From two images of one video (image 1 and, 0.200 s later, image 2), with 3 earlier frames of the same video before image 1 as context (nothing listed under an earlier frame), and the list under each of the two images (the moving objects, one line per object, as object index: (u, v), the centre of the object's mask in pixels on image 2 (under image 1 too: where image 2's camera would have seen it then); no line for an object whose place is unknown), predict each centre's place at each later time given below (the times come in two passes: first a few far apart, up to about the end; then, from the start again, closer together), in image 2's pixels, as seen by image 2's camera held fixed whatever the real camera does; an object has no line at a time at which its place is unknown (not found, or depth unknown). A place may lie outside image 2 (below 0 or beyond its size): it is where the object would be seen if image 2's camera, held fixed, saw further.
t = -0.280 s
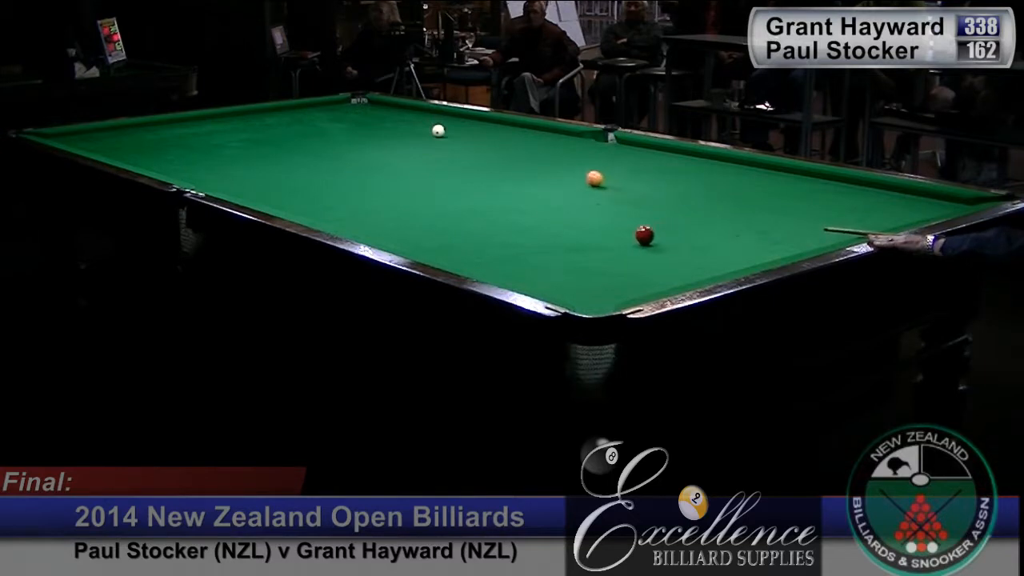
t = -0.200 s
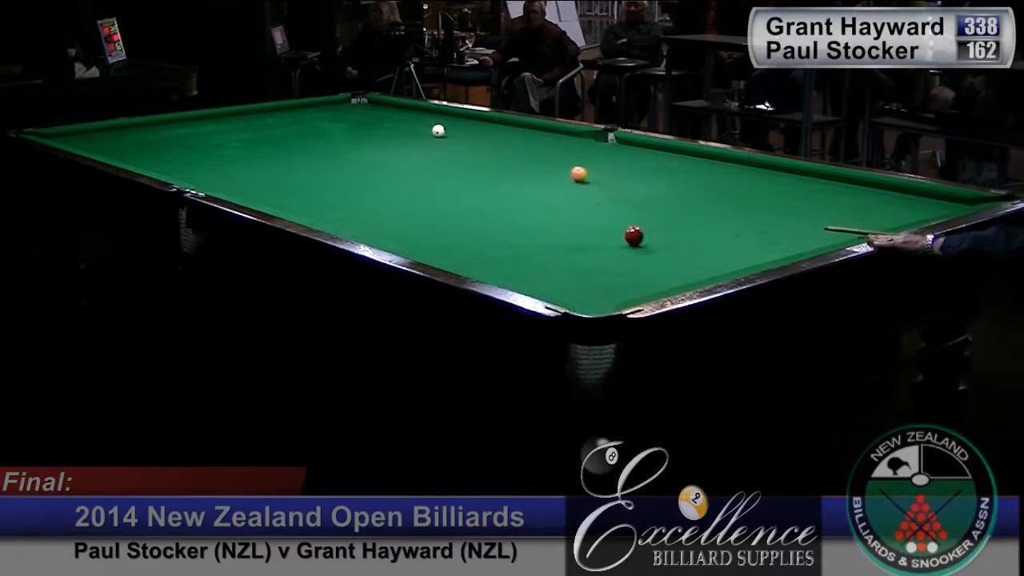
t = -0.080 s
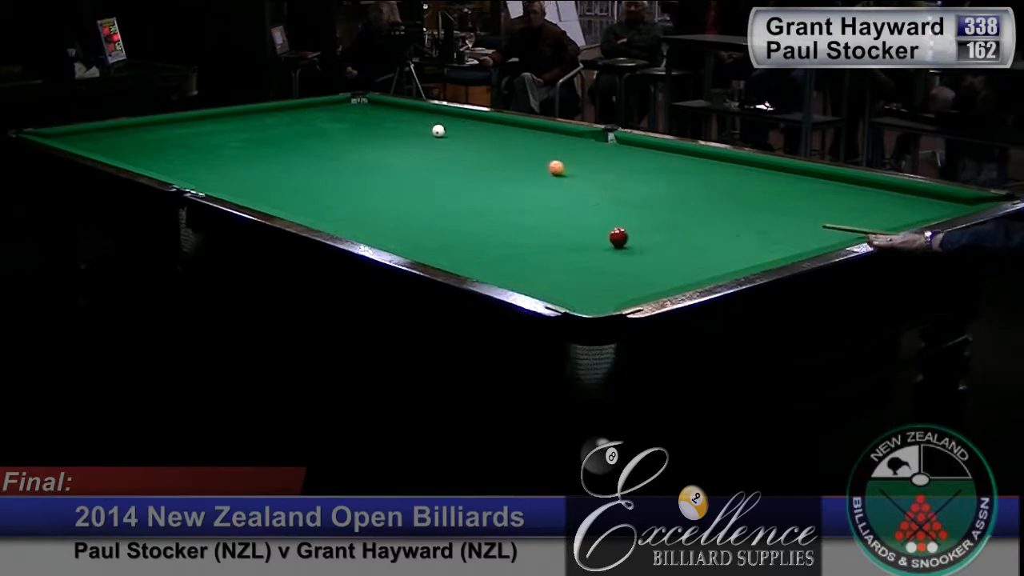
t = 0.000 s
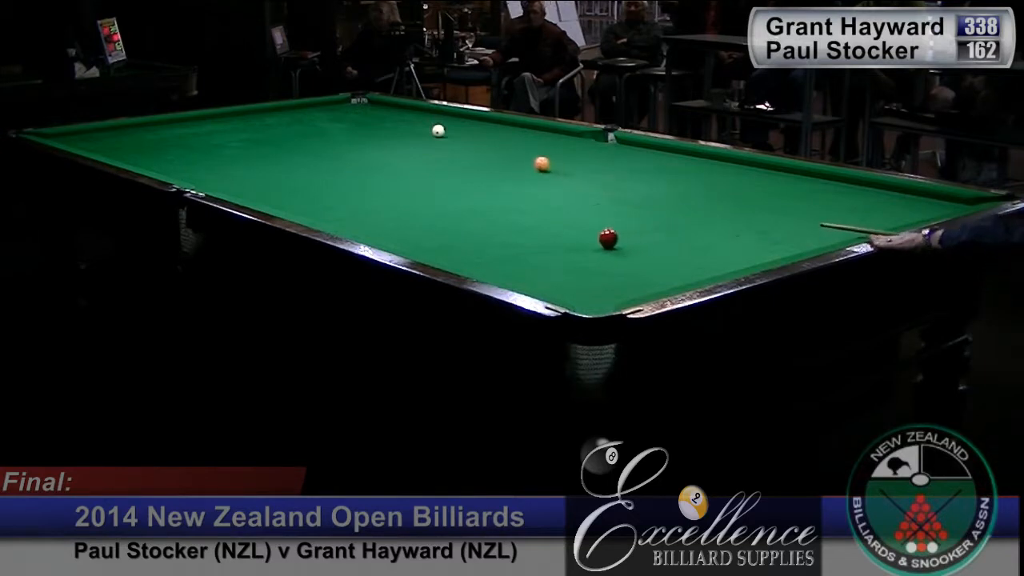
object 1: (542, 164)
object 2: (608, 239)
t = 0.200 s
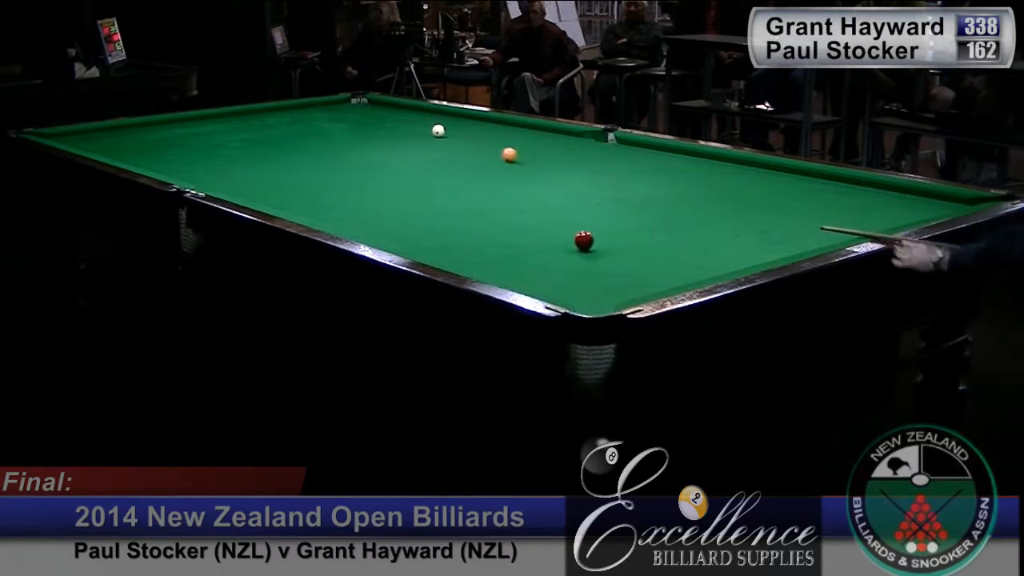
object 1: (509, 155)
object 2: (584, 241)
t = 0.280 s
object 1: (497, 151)
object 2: (574, 242)
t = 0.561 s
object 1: (458, 141)
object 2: (544, 245)
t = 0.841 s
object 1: (424, 132)
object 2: (516, 248)
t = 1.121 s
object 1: (394, 123)
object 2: (491, 250)
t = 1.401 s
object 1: (367, 116)
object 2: (469, 253)
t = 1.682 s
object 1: (344, 110)
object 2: (451, 254)
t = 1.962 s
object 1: (324, 104)
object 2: (436, 253)
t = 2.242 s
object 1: (333, 104)
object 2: (427, 252)
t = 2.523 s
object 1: (355, 106)
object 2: (431, 252)
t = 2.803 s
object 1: (376, 109)
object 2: (433, 252)
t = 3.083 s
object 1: (397, 111)
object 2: (433, 252)
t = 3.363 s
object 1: (418, 113)
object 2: (433, 252)
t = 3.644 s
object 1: (438, 115)
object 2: (433, 252)
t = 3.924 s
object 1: (457, 118)
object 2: (433, 252)
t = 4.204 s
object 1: (476, 120)
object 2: (433, 252)
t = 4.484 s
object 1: (493, 122)
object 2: (433, 252)
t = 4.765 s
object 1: (510, 124)
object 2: (433, 252)
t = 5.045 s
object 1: (526, 126)
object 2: (433, 252)
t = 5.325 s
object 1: (541, 128)
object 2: (433, 252)
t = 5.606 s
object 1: (554, 129)
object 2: (433, 252)
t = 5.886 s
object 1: (564, 131)
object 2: (433, 252)
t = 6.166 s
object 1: (571, 132)
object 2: (433, 252)
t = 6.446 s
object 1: (577, 134)
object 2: (433, 252)
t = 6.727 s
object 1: (583, 135)
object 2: (433, 252)
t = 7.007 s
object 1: (587, 136)
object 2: (433, 252)
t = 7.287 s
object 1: (590, 136)
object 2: (433, 252)
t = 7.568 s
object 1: (591, 137)
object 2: (433, 252)
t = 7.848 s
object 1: (592, 137)
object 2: (433, 252)
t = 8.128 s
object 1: (593, 137)
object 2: (433, 252)
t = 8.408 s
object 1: (592, 137)
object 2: (433, 252)
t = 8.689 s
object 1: (592, 137)
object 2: (433, 252)
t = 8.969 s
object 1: (592, 137)
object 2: (433, 252)
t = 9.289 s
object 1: (592, 137)
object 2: (433, 252)
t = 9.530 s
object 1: (592, 137)
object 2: (433, 252)
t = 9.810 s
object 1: (592, 137)
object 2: (433, 252)
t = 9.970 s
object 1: (592, 137)
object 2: (433, 252)
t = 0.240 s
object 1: (503, 153)
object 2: (579, 241)
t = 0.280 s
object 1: (497, 151)
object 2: (574, 242)
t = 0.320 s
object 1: (491, 150)
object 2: (570, 242)
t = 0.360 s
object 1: (485, 149)
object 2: (565, 242)
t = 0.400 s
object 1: (480, 147)
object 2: (561, 243)
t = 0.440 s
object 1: (474, 145)
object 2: (557, 244)
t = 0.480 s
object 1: (468, 144)
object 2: (552, 244)
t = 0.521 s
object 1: (463, 142)
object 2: (548, 245)
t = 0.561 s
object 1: (458, 141)
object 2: (544, 245)
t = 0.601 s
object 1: (452, 140)
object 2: (540, 245)
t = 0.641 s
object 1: (448, 139)
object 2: (535, 246)
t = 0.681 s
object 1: (443, 138)
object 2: (531, 246)
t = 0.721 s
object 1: (438, 136)
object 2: (527, 247)
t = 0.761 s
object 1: (433, 135)
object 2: (524, 247)
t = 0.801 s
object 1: (428, 133)
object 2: (520, 247)
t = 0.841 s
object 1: (424, 132)
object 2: (516, 248)
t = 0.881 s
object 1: (419, 131)
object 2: (512, 248)
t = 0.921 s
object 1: (415, 130)
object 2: (508, 249)
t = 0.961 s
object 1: (410, 128)
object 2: (505, 249)
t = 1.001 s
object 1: (406, 127)
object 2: (501, 249)
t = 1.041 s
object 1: (402, 126)
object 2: (498, 250)
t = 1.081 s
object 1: (398, 125)
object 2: (494, 250)
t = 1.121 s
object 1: (394, 123)
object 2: (491, 250)
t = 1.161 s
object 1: (390, 123)
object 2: (488, 251)
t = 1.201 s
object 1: (386, 121)
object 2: (484, 251)
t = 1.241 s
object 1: (382, 120)
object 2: (481, 251)
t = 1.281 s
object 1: (378, 119)
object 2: (478, 252)
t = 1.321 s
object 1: (375, 118)
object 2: (475, 252)
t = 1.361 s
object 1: (371, 117)
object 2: (472, 253)
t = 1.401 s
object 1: (367, 116)
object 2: (469, 253)
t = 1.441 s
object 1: (364, 115)
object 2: (466, 253)
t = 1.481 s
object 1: (360, 114)
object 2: (464, 254)
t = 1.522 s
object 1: (357, 113)
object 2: (461, 254)
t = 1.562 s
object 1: (354, 113)
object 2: (458, 254)
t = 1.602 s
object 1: (351, 112)
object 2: (456, 254)
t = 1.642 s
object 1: (347, 111)
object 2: (453, 254)
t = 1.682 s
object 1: (344, 110)
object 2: (451, 254)
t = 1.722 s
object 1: (341, 109)
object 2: (448, 253)
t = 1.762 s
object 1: (338, 108)
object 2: (446, 254)
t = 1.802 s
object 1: (335, 107)
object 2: (444, 253)
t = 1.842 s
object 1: (332, 107)
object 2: (442, 253)
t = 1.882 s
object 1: (329, 106)
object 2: (440, 253)
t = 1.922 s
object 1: (326, 105)
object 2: (438, 253)
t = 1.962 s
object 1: (324, 104)
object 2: (436, 253)
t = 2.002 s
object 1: (321, 104)
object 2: (434, 253)
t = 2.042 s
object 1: (318, 103)
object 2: (432, 252)
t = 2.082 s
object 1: (320, 103)
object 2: (431, 252)
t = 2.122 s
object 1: (324, 103)
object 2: (429, 252)
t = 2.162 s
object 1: (326, 103)
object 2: (427, 252)
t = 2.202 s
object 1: (330, 104)
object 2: (427, 252)
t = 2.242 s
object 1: (333, 104)
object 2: (427, 252)
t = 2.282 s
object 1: (336, 104)
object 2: (428, 252)
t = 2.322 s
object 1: (339, 105)
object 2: (429, 252)
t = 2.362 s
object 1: (342, 105)
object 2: (429, 252)
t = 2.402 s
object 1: (345, 105)
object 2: (430, 252)
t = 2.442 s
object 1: (349, 106)
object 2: (430, 252)
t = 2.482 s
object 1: (352, 106)
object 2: (431, 252)
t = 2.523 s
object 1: (355, 106)
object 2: (431, 252)
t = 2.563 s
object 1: (358, 107)
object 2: (432, 252)
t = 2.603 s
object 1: (361, 107)
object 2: (432, 252)
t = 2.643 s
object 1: (364, 107)
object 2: (432, 252)
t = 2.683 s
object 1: (367, 108)
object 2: (432, 252)
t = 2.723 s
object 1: (370, 108)
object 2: (433, 252)
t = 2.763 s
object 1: (373, 108)
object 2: (433, 252)
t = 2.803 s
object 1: (376, 109)
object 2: (433, 252)
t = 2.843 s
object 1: (379, 109)
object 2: (433, 252)
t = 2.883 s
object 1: (382, 109)
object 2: (433, 252)
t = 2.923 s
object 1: (385, 109)
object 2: (433, 252)
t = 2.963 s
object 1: (388, 110)
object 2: (433, 252)
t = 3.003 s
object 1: (391, 110)
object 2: (433, 252)
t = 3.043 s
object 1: (394, 110)
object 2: (433, 252)
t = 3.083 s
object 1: (397, 111)
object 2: (433, 252)
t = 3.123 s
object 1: (400, 111)
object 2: (433, 252)
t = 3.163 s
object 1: (403, 111)
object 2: (433, 252)
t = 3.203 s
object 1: (406, 112)
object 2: (433, 252)
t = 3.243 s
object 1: (409, 112)
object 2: (433, 252)
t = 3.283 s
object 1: (412, 113)
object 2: (433, 252)
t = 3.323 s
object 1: (415, 113)
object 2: (433, 252)
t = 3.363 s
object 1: (418, 113)
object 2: (433, 252)
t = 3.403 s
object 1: (421, 114)
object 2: (433, 252)
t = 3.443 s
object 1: (424, 114)
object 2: (433, 252)
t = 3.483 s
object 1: (427, 114)
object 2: (433, 252)
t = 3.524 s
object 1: (430, 114)
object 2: (433, 252)
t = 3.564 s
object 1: (432, 115)
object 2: (433, 252)
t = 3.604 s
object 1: (435, 115)
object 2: (433, 252)
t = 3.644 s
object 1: (438, 115)
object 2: (433, 252)
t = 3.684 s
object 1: (440, 116)
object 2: (433, 252)
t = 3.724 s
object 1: (443, 116)
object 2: (433, 252)
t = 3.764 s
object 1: (446, 116)
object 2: (433, 252)
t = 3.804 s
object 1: (449, 117)
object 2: (433, 252)
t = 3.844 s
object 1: (451, 117)
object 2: (433, 252)
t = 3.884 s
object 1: (454, 117)
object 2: (433, 252)
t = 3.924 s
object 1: (457, 118)
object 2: (433, 252)
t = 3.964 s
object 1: (459, 118)
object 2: (433, 252)
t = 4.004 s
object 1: (462, 118)
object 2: (433, 252)
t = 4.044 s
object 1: (465, 119)
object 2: (433, 252)
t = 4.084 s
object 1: (468, 119)
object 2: (433, 252)
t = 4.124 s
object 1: (470, 119)
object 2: (433, 252)
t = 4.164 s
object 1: (473, 120)
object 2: (433, 252)
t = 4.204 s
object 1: (476, 120)
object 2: (433, 252)
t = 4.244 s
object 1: (478, 120)
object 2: (433, 252)
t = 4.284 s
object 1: (481, 120)
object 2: (433, 252)
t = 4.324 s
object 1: (483, 121)
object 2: (433, 252)
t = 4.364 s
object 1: (486, 121)
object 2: (433, 252)
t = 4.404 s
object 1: (488, 121)
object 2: (433, 252)
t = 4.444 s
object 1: (491, 121)
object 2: (433, 252)
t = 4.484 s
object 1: (493, 122)
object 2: (433, 252)
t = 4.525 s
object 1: (496, 122)
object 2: (433, 252)
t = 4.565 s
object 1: (498, 122)
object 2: (433, 252)
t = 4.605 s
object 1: (501, 123)
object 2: (433, 252)
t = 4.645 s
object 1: (503, 123)
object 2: (433, 252)
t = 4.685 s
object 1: (505, 123)
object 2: (433, 252)
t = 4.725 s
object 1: (508, 123)
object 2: (433, 252)
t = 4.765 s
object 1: (510, 124)
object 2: (433, 252)
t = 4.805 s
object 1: (512, 124)
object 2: (433, 252)
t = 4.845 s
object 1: (515, 124)
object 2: (433, 252)
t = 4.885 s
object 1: (517, 124)
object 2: (433, 252)
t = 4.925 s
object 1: (519, 125)
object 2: (433, 252)
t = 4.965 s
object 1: (522, 125)
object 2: (433, 252)
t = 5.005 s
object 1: (524, 125)
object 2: (433, 252)
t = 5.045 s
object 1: (526, 126)
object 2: (433, 252)
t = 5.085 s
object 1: (528, 126)
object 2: (433, 252)
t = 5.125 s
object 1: (530, 126)
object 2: (433, 252)
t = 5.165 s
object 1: (533, 127)
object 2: (433, 252)
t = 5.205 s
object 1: (534, 127)
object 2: (433, 252)
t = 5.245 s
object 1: (537, 127)
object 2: (433, 252)
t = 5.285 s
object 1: (539, 127)
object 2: (433, 252)
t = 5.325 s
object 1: (541, 128)
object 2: (433, 252)
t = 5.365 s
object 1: (543, 128)
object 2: (433, 252)
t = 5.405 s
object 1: (545, 128)
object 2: (433, 252)
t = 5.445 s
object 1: (546, 128)
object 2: (433, 252)
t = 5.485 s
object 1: (548, 129)
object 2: (433, 252)
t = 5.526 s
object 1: (550, 129)
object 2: (433, 252)
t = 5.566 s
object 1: (552, 129)
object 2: (433, 252)
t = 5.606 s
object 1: (554, 129)
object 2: (433, 252)
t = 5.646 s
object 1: (556, 130)
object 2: (433, 252)
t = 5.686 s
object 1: (557, 130)
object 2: (433, 252)
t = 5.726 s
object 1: (559, 130)
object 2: (433, 252)
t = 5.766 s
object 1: (560, 130)
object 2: (433, 252)
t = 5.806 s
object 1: (562, 130)
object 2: (433, 252)
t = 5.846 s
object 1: (563, 130)
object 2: (433, 252)
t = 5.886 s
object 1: (564, 131)
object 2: (433, 252)
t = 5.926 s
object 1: (565, 131)
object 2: (433, 252)
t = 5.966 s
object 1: (566, 131)
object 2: (433, 252)
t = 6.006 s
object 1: (567, 132)
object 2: (433, 252)
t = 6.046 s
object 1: (568, 132)
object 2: (433, 252)
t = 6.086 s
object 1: (569, 132)
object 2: (433, 252)
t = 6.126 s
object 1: (570, 132)
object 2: (433, 252)
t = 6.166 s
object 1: (571, 132)
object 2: (433, 252)
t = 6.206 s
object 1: (572, 132)
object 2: (433, 252)
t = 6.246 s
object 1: (573, 133)
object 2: (433, 252)
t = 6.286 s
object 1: (574, 133)
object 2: (433, 252)
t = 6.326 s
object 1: (574, 133)
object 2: (433, 252)
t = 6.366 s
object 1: (575, 133)
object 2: (433, 252)
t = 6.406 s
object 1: (576, 134)
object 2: (433, 252)
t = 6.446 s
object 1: (577, 134)
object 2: (433, 252)
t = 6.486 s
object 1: (578, 134)
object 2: (433, 252)
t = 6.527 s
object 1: (579, 134)
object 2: (433, 252)
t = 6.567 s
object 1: (580, 134)
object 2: (433, 252)
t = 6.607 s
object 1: (581, 134)
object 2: (433, 252)
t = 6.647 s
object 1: (581, 135)
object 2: (433, 252)
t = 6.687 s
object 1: (582, 135)
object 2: (433, 252)
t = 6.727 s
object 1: (583, 135)
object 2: (433, 252)
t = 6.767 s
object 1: (583, 135)
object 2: (433, 252)
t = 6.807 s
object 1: (584, 135)
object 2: (433, 252)
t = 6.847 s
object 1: (584, 135)
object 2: (433, 252)
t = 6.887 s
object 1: (585, 136)
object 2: (433, 252)
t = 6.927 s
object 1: (586, 136)
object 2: (433, 252)
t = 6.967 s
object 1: (586, 136)
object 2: (433, 252)
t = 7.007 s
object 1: (587, 136)
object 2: (433, 252)
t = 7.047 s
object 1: (588, 136)
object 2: (433, 252)
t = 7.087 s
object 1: (588, 136)
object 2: (433, 252)
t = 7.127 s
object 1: (589, 136)
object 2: (433, 252)
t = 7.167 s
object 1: (589, 136)
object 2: (433, 252)
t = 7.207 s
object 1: (589, 136)
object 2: (433, 252)
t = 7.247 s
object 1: (590, 136)
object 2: (433, 252)
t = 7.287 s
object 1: (590, 136)
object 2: (433, 252)
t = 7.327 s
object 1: (590, 136)
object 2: (433, 252)
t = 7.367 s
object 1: (590, 136)
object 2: (433, 252)
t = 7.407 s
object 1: (591, 137)
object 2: (433, 252)
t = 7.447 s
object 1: (591, 136)
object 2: (433, 252)
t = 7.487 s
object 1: (591, 137)
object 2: (433, 252)
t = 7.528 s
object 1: (591, 137)
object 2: (433, 252)
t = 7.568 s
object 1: (591, 137)
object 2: (433, 252)
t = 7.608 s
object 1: (592, 137)
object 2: (433, 252)
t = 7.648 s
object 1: (592, 137)
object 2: (433, 252)
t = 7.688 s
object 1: (592, 137)
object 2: (433, 252)
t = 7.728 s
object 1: (592, 137)
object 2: (433, 252)
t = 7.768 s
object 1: (592, 137)
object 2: (433, 252)
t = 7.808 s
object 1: (592, 137)
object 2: (433, 252)
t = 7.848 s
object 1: (592, 137)
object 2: (433, 252)
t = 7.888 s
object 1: (592, 137)
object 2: (433, 252)
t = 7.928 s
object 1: (592, 137)
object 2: (433, 252)
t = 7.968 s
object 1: (592, 137)
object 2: (433, 252)
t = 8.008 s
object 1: (592, 137)
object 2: (433, 252)
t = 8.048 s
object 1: (592, 137)
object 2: (433, 252)
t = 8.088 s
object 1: (592, 137)
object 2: (433, 252)
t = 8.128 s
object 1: (593, 137)
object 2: (433, 252)
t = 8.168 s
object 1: (592, 137)
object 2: (433, 252)
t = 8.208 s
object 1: (592, 137)
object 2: (433, 252)
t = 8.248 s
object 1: (592, 137)
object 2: (433, 252)
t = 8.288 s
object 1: (592, 137)
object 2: (433, 252)
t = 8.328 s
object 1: (592, 137)
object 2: (433, 252)
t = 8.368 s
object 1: (592, 137)
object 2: (433, 252)
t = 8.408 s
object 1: (592, 137)
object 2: (433, 252)
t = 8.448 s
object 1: (592, 137)
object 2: (433, 252)
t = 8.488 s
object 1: (592, 137)
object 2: (433, 252)
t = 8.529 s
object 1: (592, 137)
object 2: (433, 252)
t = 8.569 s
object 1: (592, 137)
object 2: (433, 252)
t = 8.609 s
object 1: (592, 137)
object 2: (433, 252)
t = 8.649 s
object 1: (592, 137)
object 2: (433, 252)
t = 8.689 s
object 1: (592, 137)
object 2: (433, 252)
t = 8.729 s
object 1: (592, 137)
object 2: (433, 252)
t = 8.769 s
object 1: (592, 137)
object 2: (433, 252)
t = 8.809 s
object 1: (592, 137)
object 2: (433, 252)
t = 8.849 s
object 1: (592, 137)
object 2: (433, 252)
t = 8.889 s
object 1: (592, 137)
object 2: (433, 252)
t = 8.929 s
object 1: (592, 137)
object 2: (433, 252)
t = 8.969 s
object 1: (592, 137)
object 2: (433, 252)
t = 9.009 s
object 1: (592, 137)
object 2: (433, 252)
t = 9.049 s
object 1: (592, 137)
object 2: (433, 252)
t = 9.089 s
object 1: (592, 137)
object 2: (433, 252)
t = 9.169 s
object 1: (593, 137)
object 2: (433, 252)
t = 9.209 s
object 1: (592, 137)
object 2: (433, 252)
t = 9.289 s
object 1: (592, 137)
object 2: (433, 252)
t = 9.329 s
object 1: (592, 137)
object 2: (433, 252)
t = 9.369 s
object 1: (592, 137)
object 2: (433, 252)
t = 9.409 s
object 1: (592, 137)
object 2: (433, 252)
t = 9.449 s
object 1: (592, 137)
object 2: (433, 252)
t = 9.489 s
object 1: (592, 137)
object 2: (433, 252)
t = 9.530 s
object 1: (592, 137)
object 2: (433, 252)
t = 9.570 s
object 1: (592, 137)
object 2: (433, 252)
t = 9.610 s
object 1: (592, 137)
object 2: (433, 252)
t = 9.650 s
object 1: (592, 137)
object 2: (433, 252)
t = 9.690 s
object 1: (592, 137)
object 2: (433, 252)
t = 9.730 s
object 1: (592, 137)
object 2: (433, 252)
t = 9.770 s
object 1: (592, 137)
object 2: (433, 252)
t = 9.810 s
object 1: (592, 137)
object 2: (433, 252)
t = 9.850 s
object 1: (592, 137)
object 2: (433, 252)
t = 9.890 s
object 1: (592, 137)
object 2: (433, 252)
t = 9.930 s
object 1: (592, 137)
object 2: (433, 252)
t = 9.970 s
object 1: (592, 137)
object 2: (433, 252)
